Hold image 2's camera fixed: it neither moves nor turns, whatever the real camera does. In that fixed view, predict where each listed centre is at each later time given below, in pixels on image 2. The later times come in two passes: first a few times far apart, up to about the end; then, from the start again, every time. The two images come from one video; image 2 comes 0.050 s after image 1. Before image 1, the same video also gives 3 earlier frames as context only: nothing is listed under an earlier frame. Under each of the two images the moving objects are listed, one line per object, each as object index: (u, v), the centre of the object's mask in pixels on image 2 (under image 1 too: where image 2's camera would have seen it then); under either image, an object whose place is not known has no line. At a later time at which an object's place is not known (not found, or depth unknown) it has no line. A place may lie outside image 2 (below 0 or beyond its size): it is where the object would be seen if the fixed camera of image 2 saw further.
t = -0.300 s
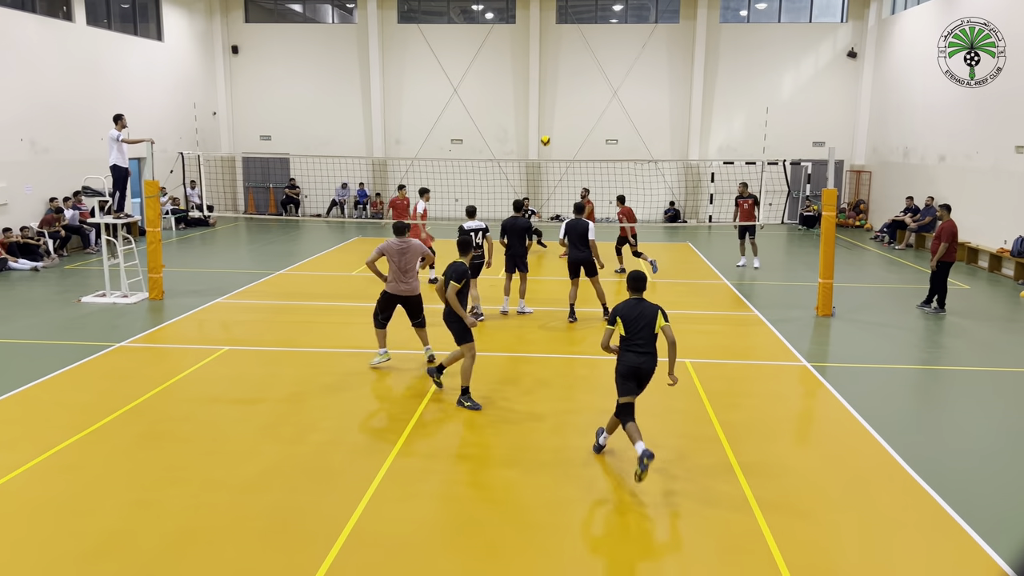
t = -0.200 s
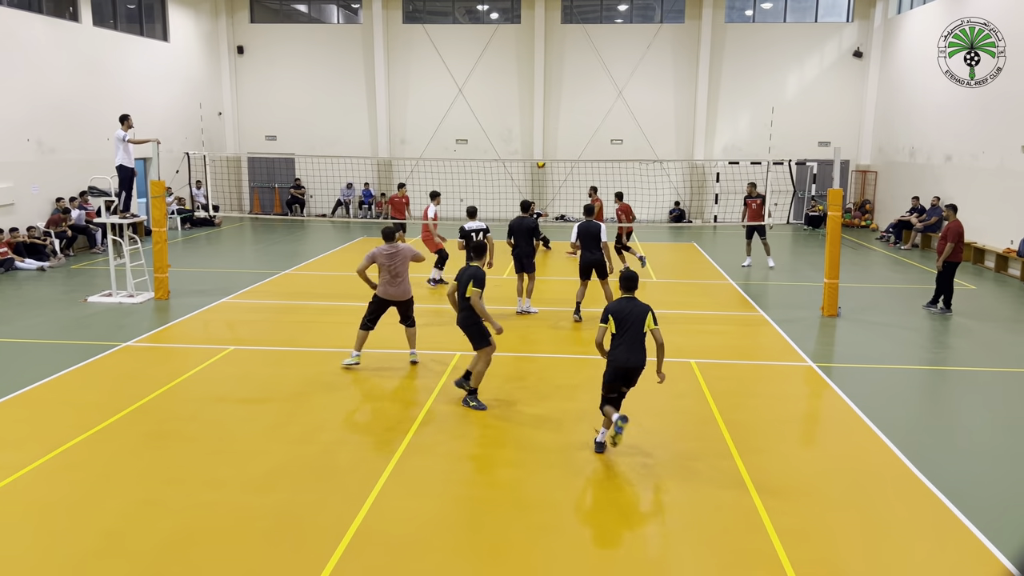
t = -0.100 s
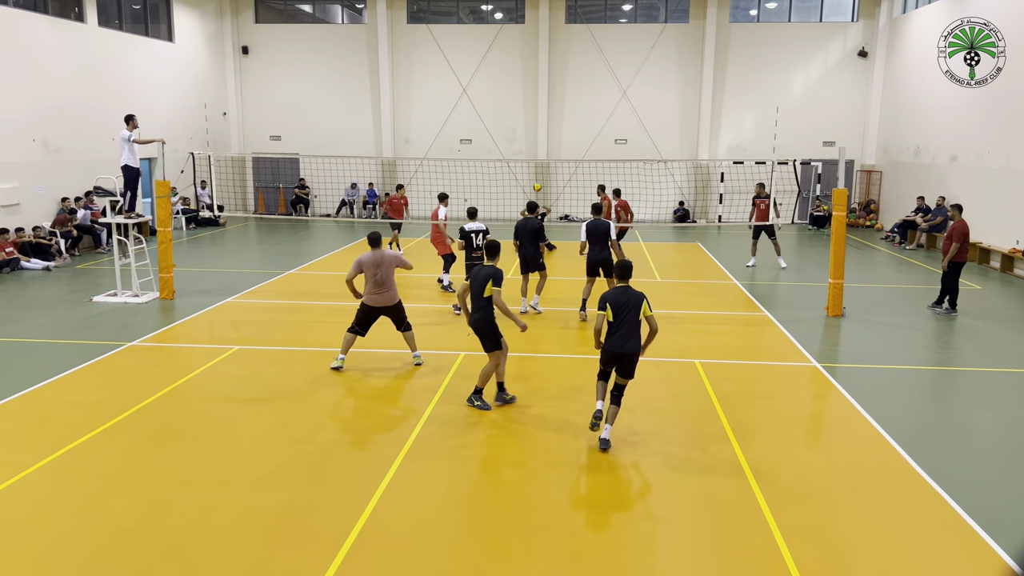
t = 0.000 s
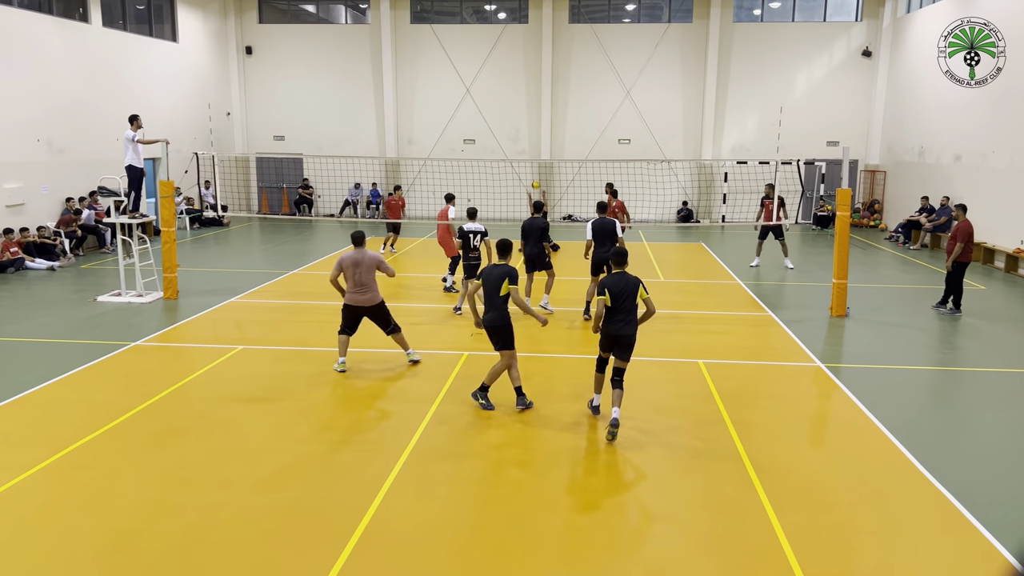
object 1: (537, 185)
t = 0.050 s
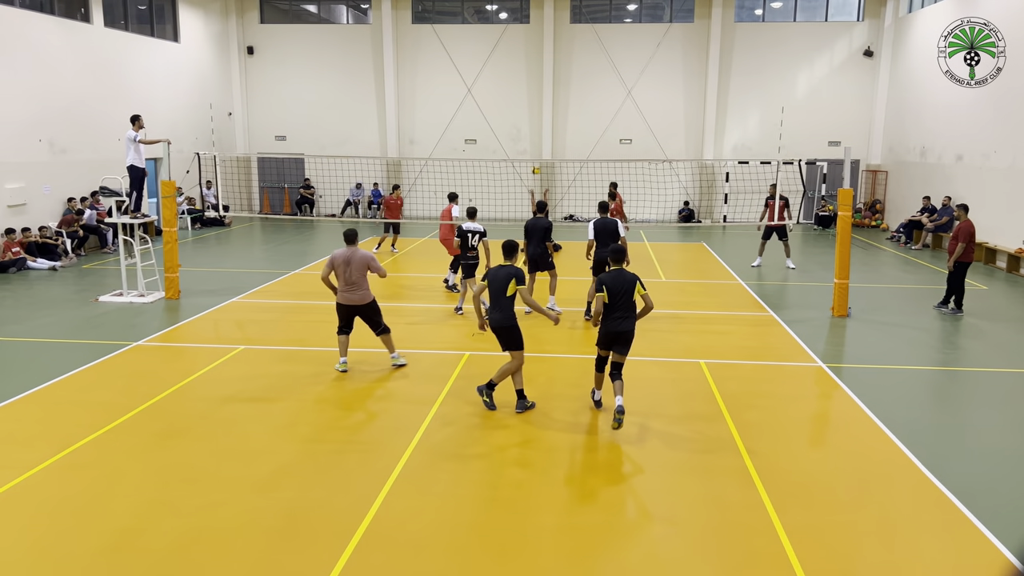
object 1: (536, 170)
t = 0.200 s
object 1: (532, 132)
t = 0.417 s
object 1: (524, 93)
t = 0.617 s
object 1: (517, 77)
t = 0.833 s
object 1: (509, 78)
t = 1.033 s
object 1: (500, 101)
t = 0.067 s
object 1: (535, 166)
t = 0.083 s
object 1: (535, 161)
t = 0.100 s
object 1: (534, 155)
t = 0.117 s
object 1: (534, 152)
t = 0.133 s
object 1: (534, 148)
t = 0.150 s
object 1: (533, 143)
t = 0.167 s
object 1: (532, 139)
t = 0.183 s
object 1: (532, 136)
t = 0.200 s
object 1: (532, 132)
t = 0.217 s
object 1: (531, 128)
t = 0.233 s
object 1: (530, 125)
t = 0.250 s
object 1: (530, 121)
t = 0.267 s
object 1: (529, 118)
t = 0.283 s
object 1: (529, 115)
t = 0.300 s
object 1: (529, 111)
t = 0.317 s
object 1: (528, 108)
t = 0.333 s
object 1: (527, 105)
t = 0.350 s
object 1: (527, 103)
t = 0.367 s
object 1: (526, 100)
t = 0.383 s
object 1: (526, 98)
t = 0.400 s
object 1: (525, 96)
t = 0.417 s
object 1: (524, 93)
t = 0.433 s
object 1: (524, 91)
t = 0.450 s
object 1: (523, 89)
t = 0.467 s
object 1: (522, 87)
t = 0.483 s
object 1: (522, 85)
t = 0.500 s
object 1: (521, 84)
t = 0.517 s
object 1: (521, 82)
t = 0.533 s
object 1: (520, 81)
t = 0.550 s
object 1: (519, 80)
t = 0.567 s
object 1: (519, 79)
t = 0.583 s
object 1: (518, 78)
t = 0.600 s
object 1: (518, 77)
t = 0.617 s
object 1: (517, 77)
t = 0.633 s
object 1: (517, 76)
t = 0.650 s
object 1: (516, 75)
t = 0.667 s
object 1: (515, 75)
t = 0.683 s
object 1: (514, 75)
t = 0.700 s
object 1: (514, 75)
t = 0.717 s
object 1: (513, 74)
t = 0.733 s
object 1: (513, 75)
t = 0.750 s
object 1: (512, 75)
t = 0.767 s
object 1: (511, 75)
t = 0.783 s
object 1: (511, 76)
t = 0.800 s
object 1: (510, 77)
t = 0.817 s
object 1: (509, 78)
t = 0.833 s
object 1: (509, 78)
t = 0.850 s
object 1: (508, 80)
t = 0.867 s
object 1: (507, 81)
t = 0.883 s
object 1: (507, 82)
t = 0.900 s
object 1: (506, 84)
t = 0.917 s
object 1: (505, 85)
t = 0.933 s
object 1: (505, 87)
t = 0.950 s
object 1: (504, 89)
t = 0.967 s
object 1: (503, 91)
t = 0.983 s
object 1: (503, 93)
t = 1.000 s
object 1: (502, 96)
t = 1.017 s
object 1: (501, 98)
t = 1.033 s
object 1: (500, 101)
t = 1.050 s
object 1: (500, 103)
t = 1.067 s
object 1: (499, 106)
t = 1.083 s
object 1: (498, 109)
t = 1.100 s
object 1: (497, 113)
